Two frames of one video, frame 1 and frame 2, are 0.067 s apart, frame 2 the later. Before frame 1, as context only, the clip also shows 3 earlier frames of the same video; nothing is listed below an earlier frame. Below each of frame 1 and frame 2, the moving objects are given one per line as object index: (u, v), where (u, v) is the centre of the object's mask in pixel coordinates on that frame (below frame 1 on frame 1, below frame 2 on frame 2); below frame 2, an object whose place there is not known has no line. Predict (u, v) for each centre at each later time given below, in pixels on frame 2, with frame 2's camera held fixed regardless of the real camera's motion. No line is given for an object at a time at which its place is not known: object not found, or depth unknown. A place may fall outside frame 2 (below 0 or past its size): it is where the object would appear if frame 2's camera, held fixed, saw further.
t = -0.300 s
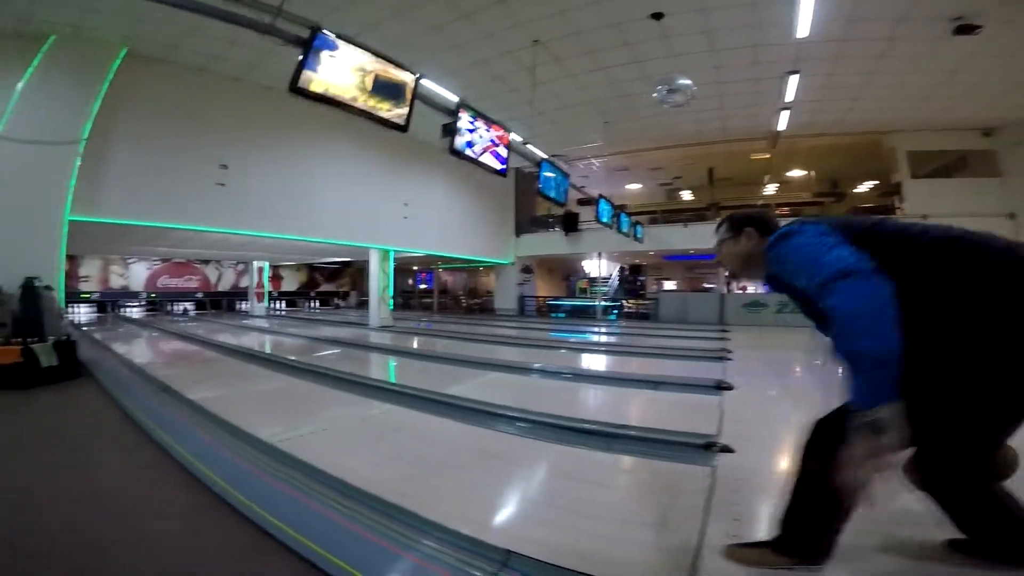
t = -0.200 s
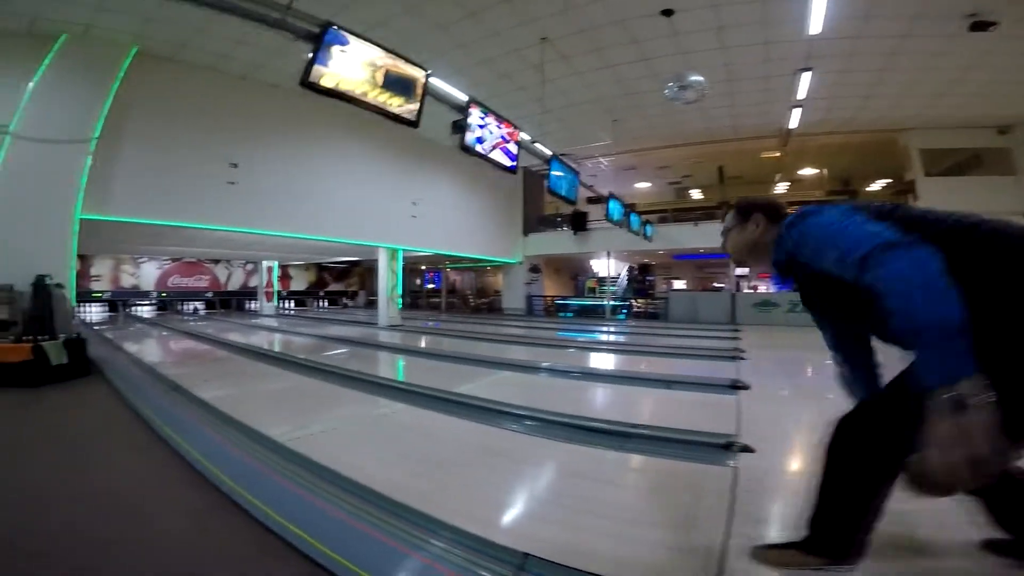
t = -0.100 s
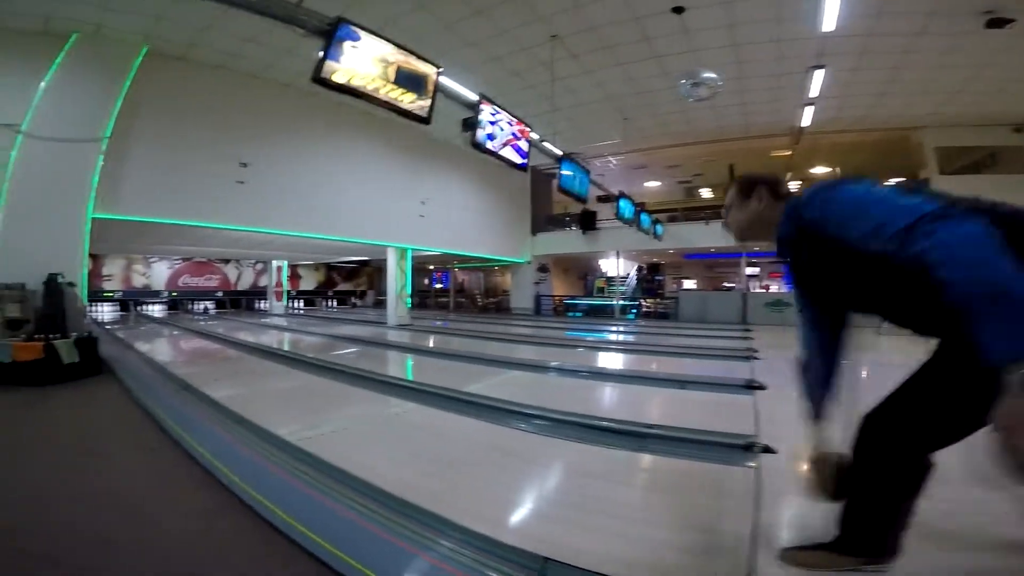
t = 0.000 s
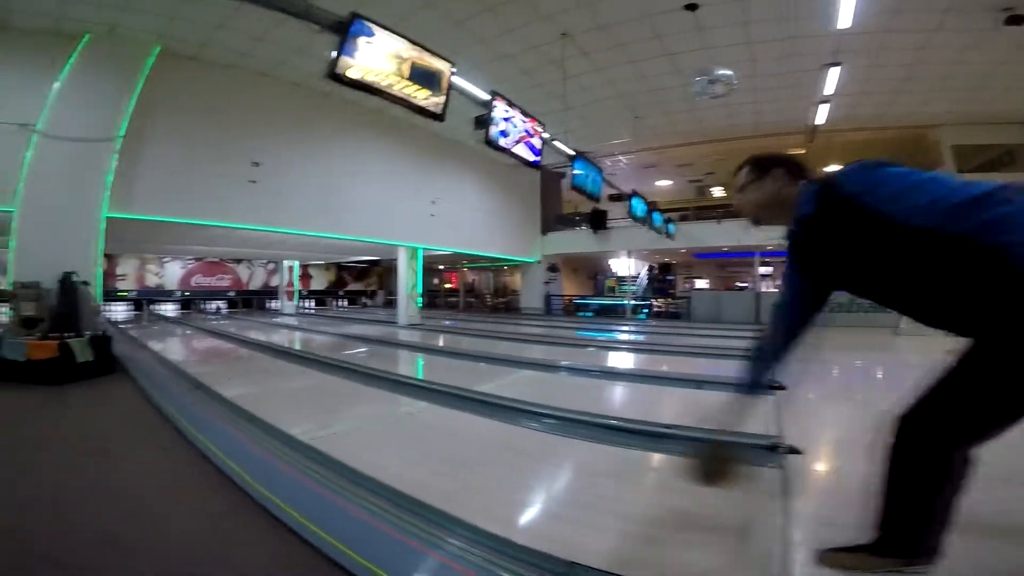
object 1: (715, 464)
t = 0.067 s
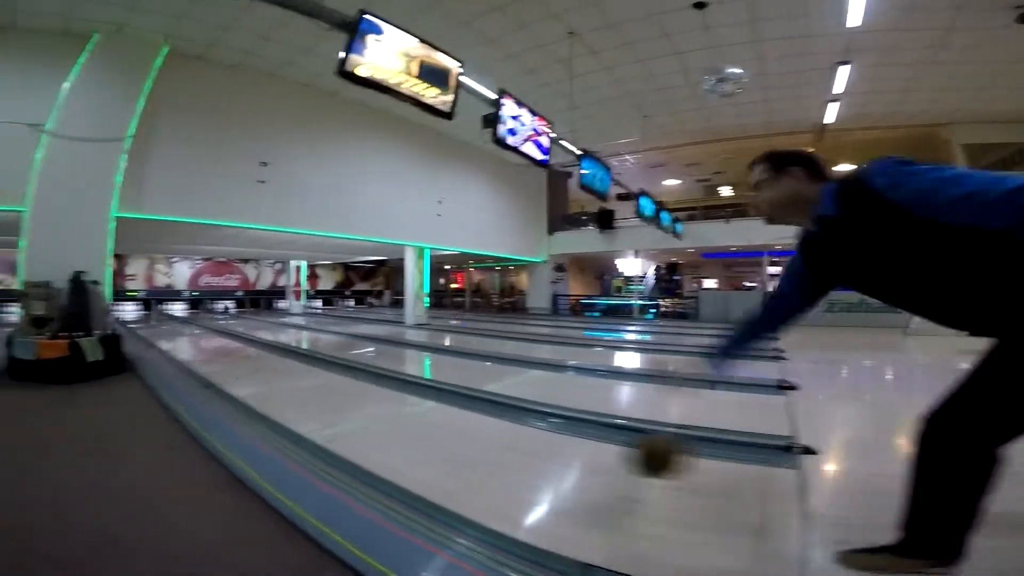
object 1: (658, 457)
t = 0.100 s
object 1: (598, 453)
